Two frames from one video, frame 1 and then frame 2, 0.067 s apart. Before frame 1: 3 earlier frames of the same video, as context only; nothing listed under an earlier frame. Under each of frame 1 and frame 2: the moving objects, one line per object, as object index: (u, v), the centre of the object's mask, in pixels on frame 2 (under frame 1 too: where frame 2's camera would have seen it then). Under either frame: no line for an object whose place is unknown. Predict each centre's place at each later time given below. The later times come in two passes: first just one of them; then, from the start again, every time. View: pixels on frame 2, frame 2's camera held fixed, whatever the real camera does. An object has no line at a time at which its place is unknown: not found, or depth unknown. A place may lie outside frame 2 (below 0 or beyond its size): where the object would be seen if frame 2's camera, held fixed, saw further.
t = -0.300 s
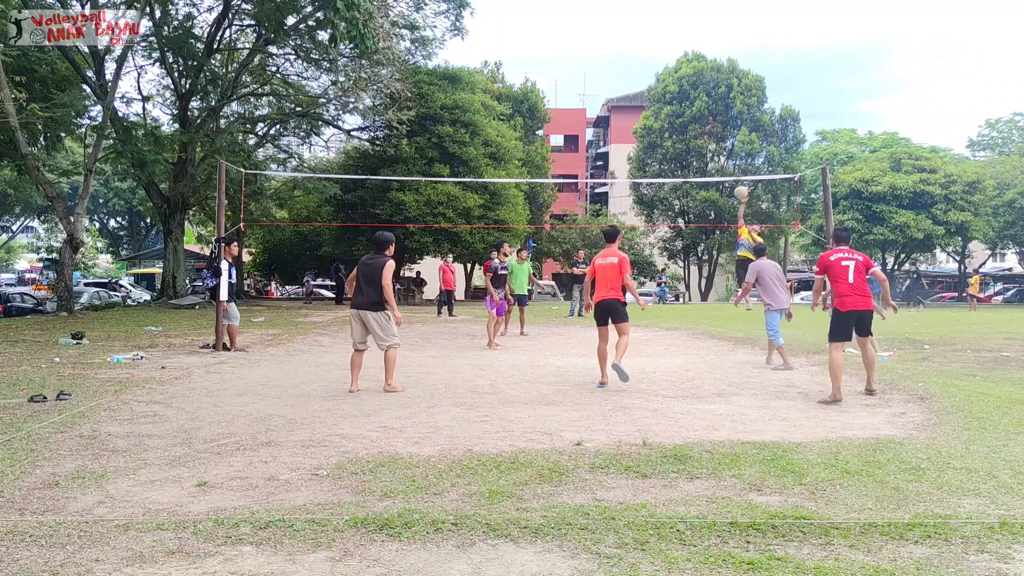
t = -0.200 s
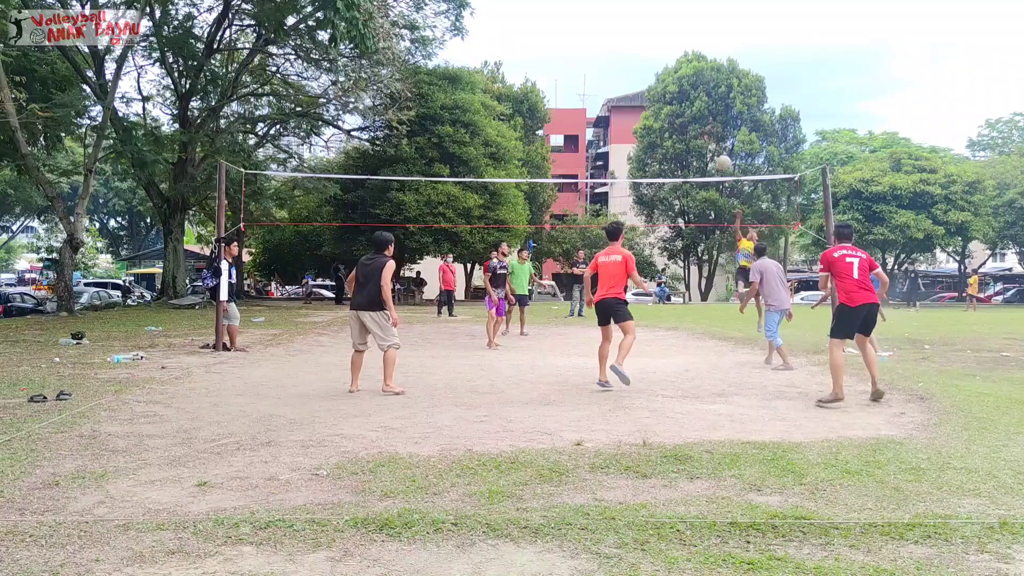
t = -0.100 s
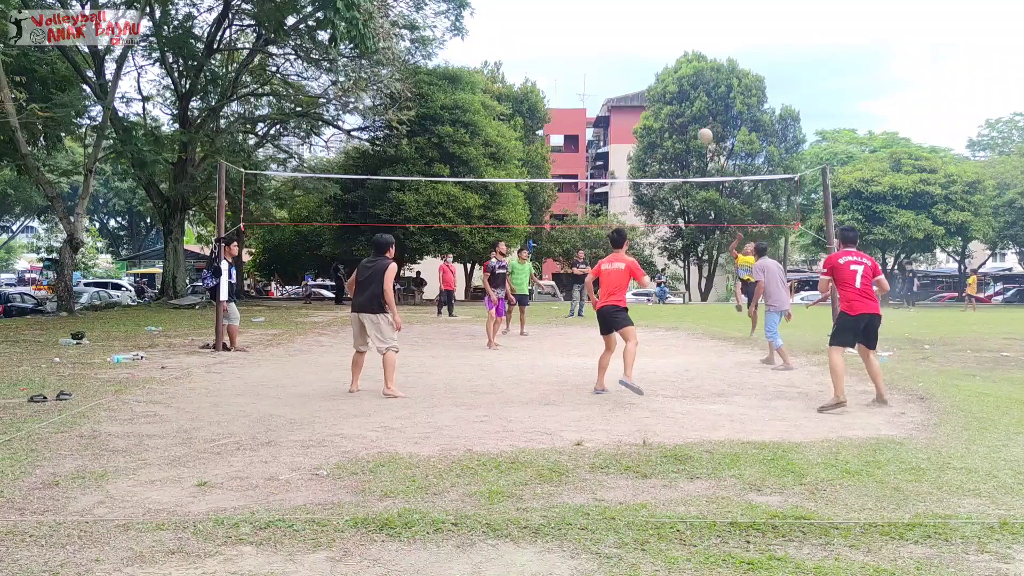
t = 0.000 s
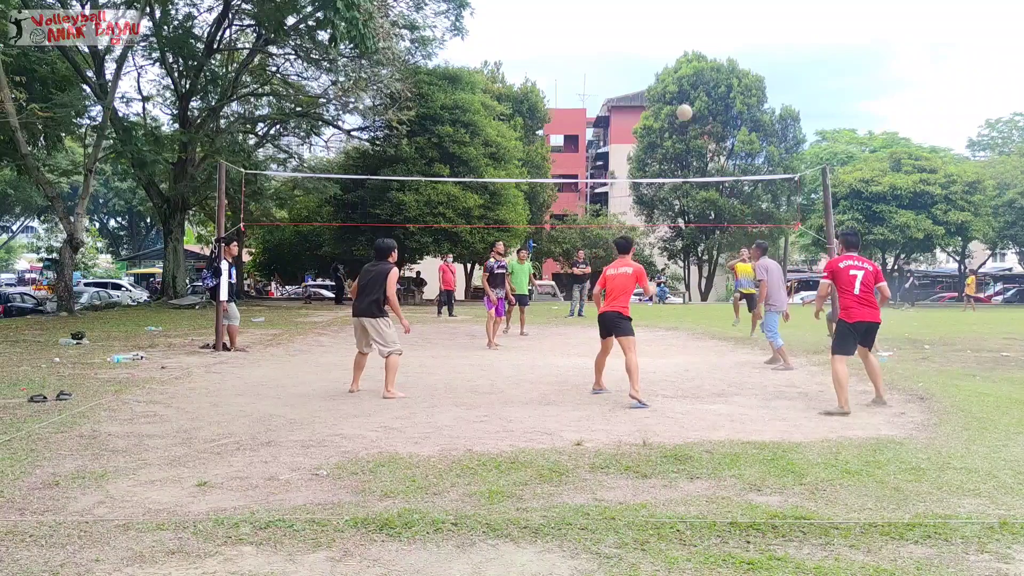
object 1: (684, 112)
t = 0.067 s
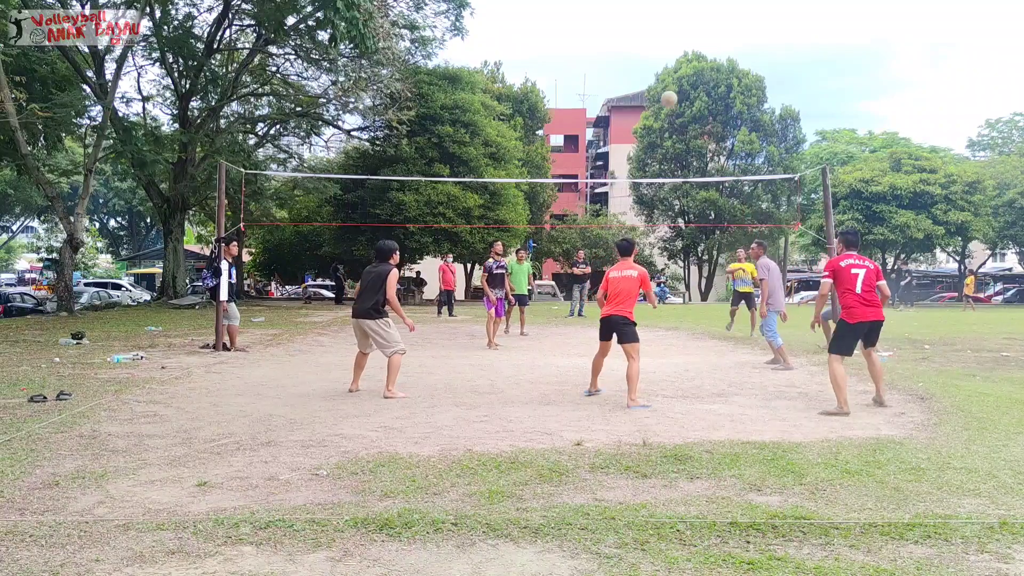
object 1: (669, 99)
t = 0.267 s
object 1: (611, 76)
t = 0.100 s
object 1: (660, 93)
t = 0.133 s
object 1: (651, 89)
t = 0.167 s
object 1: (642, 85)
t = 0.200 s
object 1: (632, 81)
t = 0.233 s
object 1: (622, 78)
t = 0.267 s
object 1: (611, 76)
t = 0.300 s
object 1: (599, 75)
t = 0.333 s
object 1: (587, 75)
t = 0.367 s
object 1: (574, 76)
